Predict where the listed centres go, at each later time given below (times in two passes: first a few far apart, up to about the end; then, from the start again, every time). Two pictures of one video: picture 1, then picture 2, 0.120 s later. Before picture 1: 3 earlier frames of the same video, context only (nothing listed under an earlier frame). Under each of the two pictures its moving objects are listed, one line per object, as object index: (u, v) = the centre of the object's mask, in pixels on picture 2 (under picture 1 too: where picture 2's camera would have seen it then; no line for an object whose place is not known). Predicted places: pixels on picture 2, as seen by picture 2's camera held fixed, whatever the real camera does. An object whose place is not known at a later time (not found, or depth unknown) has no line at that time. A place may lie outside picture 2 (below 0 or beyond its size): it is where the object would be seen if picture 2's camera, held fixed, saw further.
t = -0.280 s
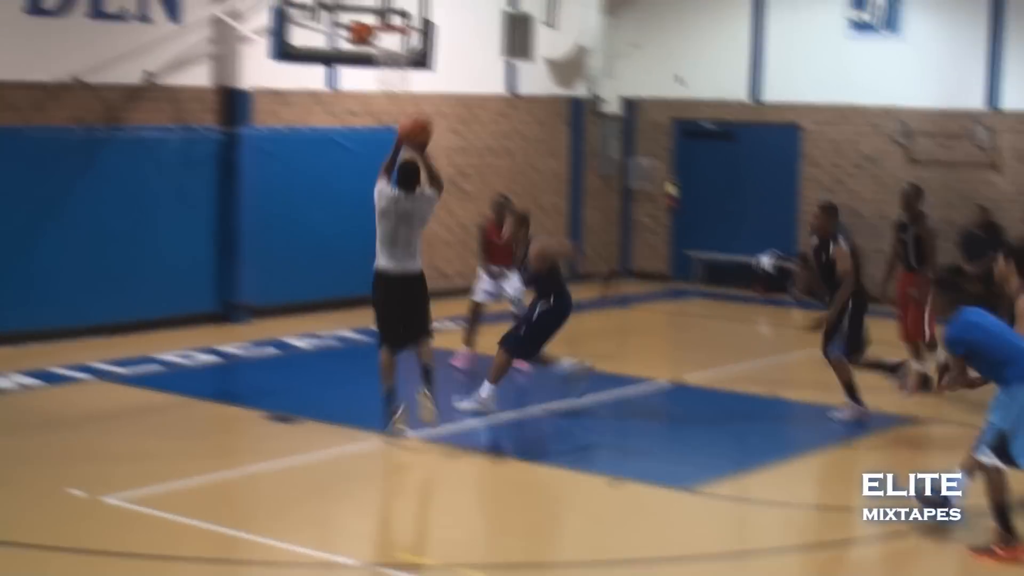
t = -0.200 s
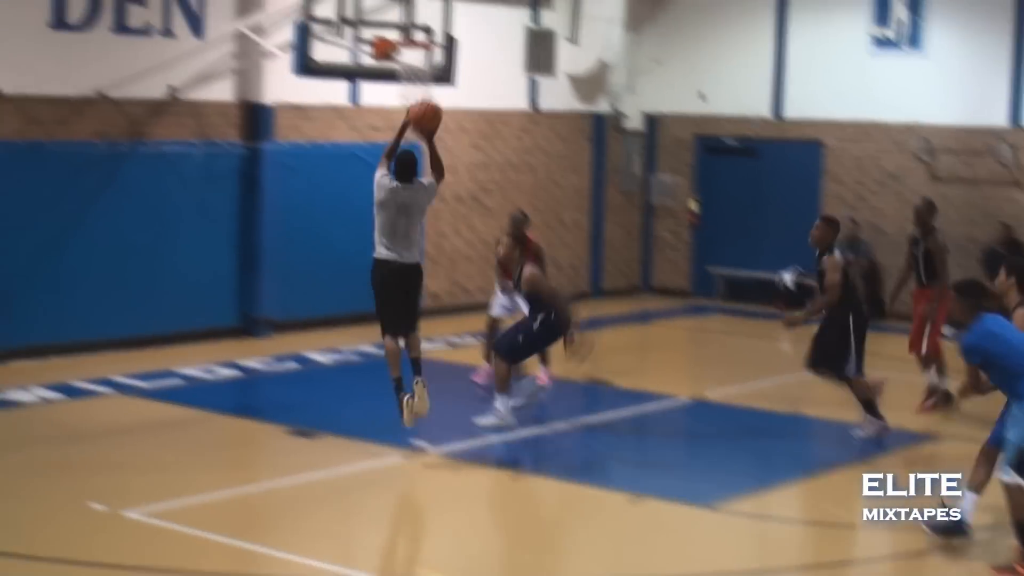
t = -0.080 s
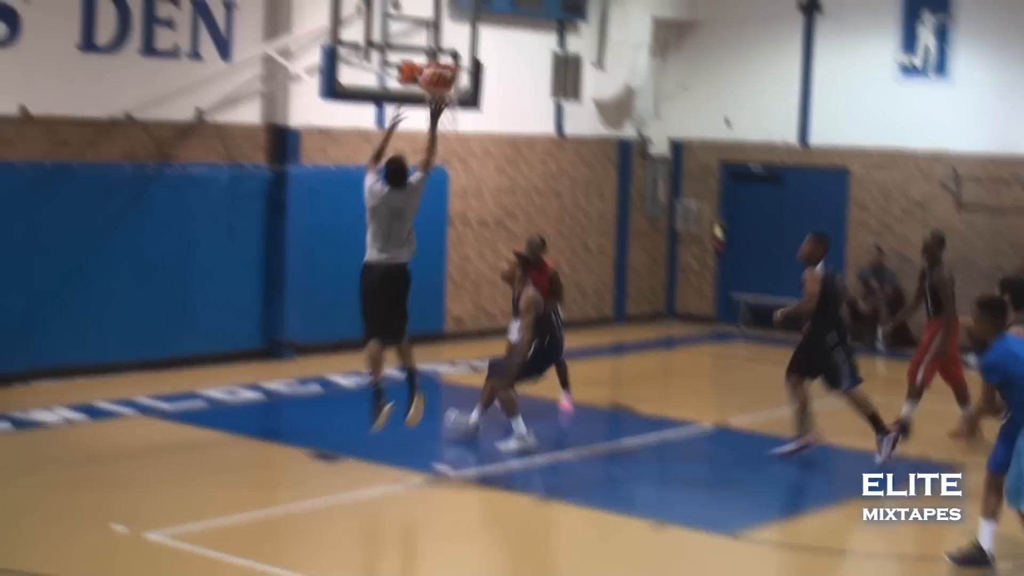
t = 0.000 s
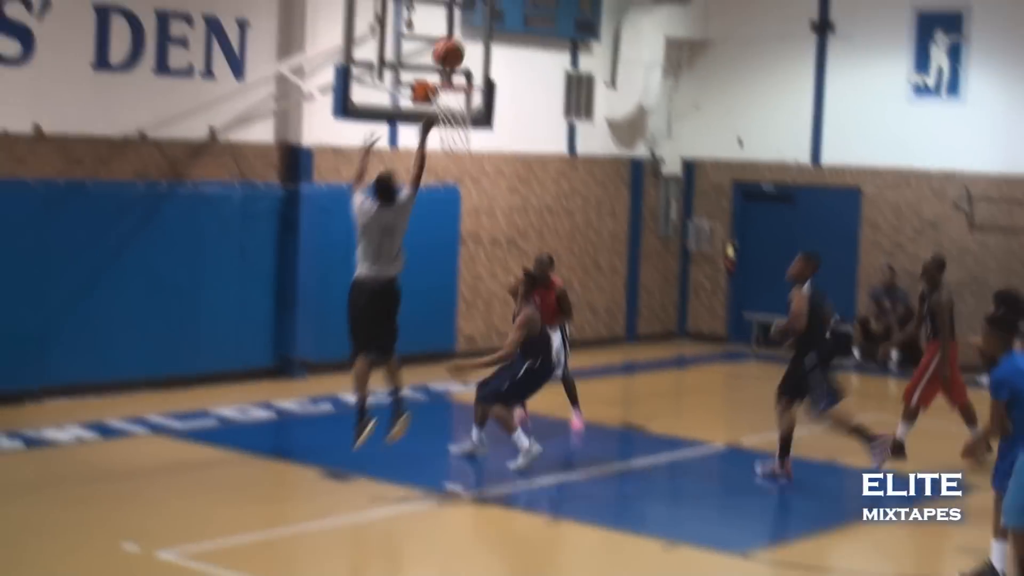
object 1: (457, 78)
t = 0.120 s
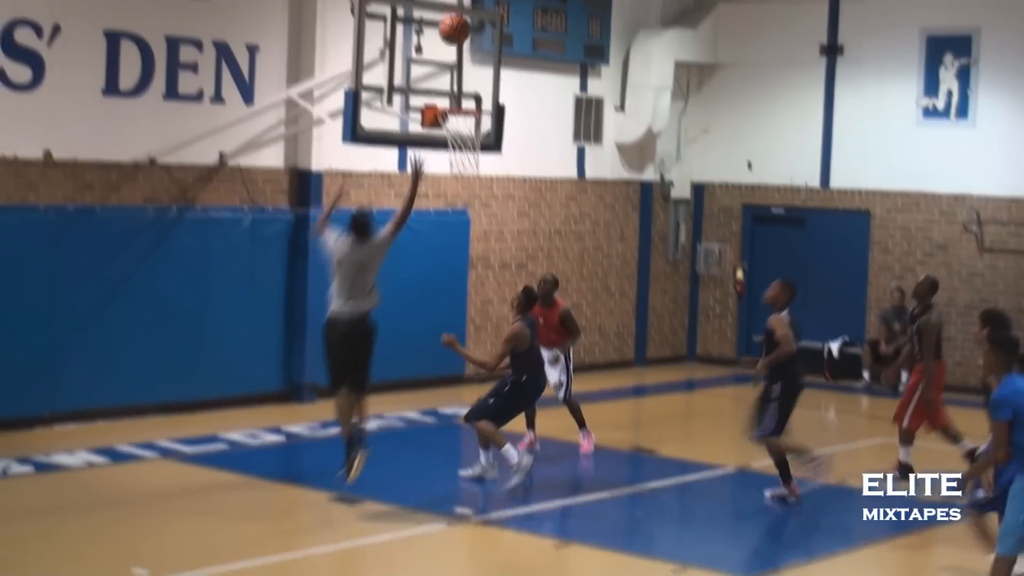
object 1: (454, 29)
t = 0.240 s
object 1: (451, 0)
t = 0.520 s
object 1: (440, 3)
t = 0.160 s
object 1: (453, 17)
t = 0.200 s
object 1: (452, 7)
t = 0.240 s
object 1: (451, 0)
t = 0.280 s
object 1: (449, -6)
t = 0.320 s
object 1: (448, -8)
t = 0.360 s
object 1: (446, -10)
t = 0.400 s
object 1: (445, -9)
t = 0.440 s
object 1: (443, -7)
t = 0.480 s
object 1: (442, -2)
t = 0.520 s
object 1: (440, 3)
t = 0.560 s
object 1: (438, 12)
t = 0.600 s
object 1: (436, 22)
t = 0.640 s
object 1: (434, 33)
